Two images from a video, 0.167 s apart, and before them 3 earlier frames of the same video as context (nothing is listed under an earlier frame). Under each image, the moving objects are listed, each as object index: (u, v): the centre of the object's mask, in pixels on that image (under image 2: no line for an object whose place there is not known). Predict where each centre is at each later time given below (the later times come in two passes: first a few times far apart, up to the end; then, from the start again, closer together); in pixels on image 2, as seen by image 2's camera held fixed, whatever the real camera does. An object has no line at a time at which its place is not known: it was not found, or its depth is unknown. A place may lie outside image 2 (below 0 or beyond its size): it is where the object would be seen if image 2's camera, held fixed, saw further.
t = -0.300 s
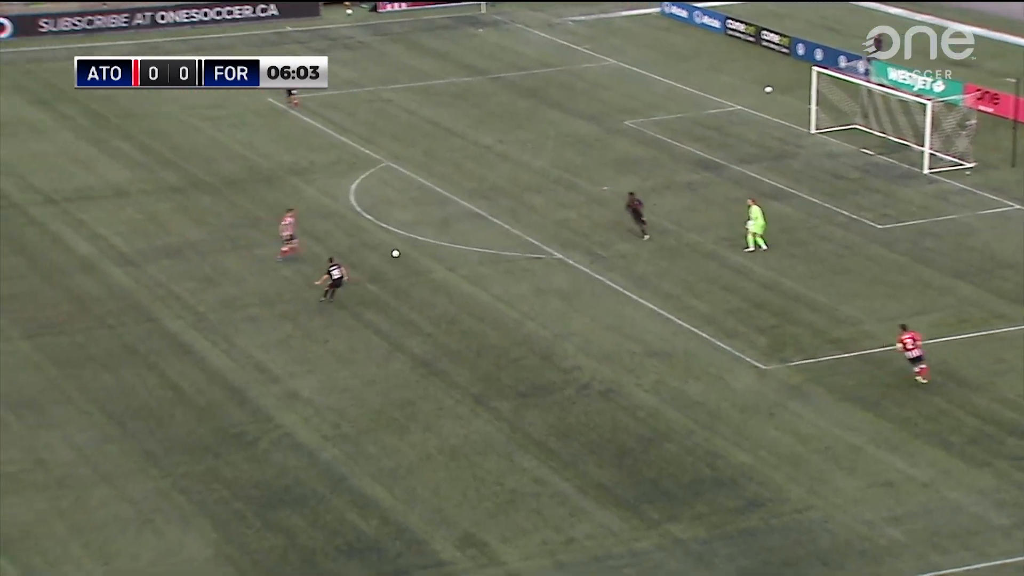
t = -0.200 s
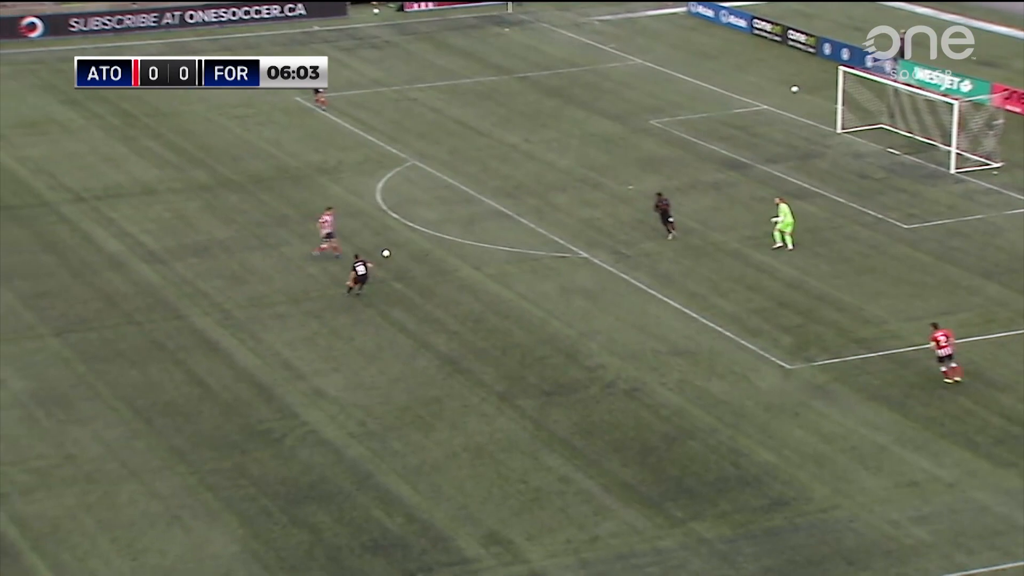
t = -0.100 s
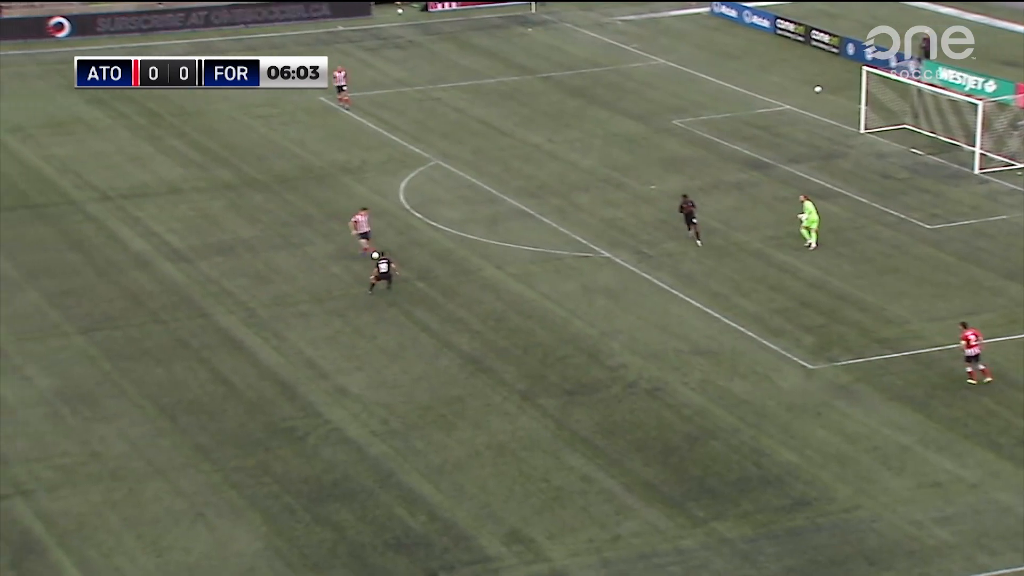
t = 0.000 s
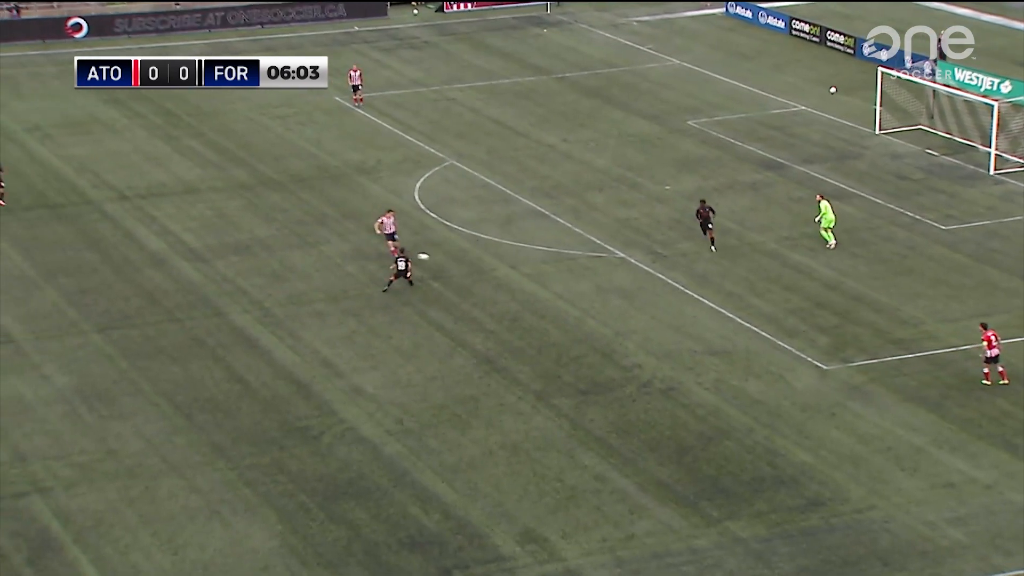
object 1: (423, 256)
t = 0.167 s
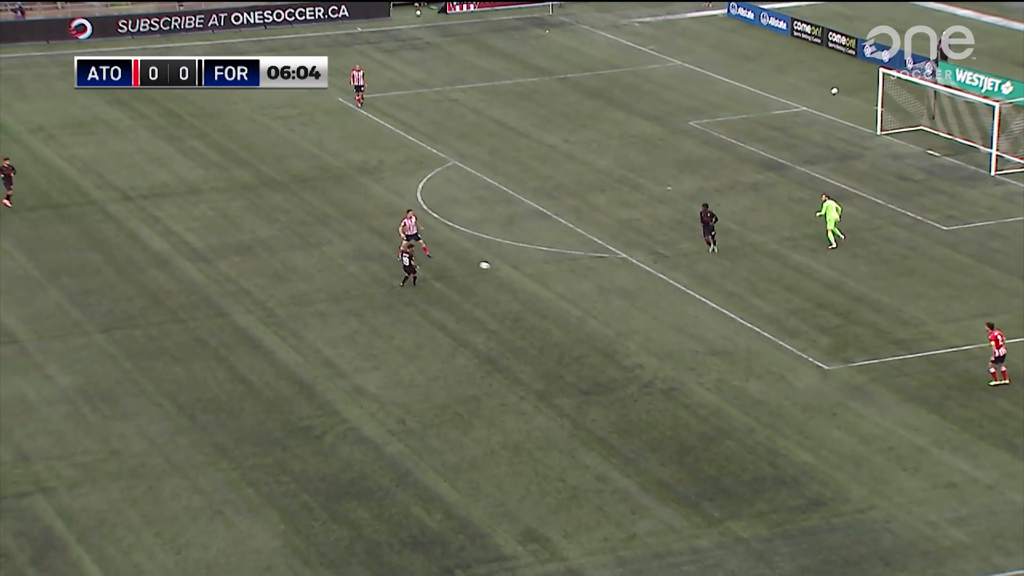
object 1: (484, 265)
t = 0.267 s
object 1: (518, 274)
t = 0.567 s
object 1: (614, 317)
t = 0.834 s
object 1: (688, 352)
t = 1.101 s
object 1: (752, 382)
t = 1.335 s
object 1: (802, 415)
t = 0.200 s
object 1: (496, 268)
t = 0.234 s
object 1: (507, 271)
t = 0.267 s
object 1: (518, 274)
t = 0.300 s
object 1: (529, 277)
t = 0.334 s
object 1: (540, 281)
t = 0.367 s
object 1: (551, 285)
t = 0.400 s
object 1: (562, 290)
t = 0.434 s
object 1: (572, 295)
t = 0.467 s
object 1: (583, 300)
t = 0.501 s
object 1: (594, 305)
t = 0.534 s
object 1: (604, 311)
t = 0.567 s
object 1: (614, 317)
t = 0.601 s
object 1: (624, 323)
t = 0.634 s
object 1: (634, 330)
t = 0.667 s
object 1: (645, 337)
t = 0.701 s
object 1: (655, 345)
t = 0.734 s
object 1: (663, 347)
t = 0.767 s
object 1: (671, 348)
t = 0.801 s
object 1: (680, 350)
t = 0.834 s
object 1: (688, 352)
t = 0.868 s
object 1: (696, 354)
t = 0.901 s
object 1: (704, 357)
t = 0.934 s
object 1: (713, 360)
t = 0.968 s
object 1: (721, 363)
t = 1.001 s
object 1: (729, 367)
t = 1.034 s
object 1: (736, 372)
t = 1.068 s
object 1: (744, 377)
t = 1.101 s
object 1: (752, 382)
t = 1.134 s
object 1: (759, 388)
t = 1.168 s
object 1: (767, 394)
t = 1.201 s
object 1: (774, 401)
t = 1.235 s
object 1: (782, 407)
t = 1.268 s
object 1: (789, 411)
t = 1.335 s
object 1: (802, 415)
